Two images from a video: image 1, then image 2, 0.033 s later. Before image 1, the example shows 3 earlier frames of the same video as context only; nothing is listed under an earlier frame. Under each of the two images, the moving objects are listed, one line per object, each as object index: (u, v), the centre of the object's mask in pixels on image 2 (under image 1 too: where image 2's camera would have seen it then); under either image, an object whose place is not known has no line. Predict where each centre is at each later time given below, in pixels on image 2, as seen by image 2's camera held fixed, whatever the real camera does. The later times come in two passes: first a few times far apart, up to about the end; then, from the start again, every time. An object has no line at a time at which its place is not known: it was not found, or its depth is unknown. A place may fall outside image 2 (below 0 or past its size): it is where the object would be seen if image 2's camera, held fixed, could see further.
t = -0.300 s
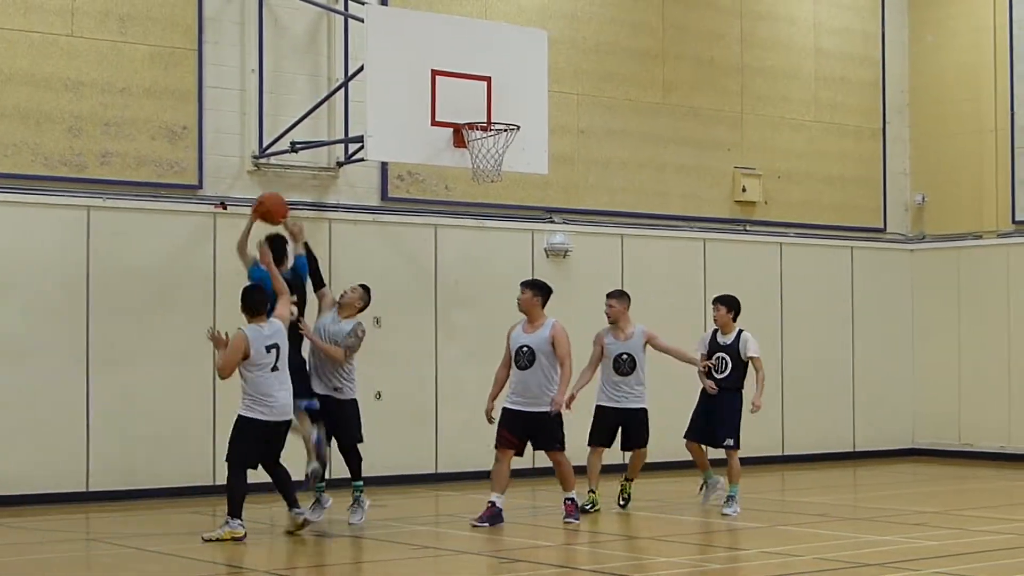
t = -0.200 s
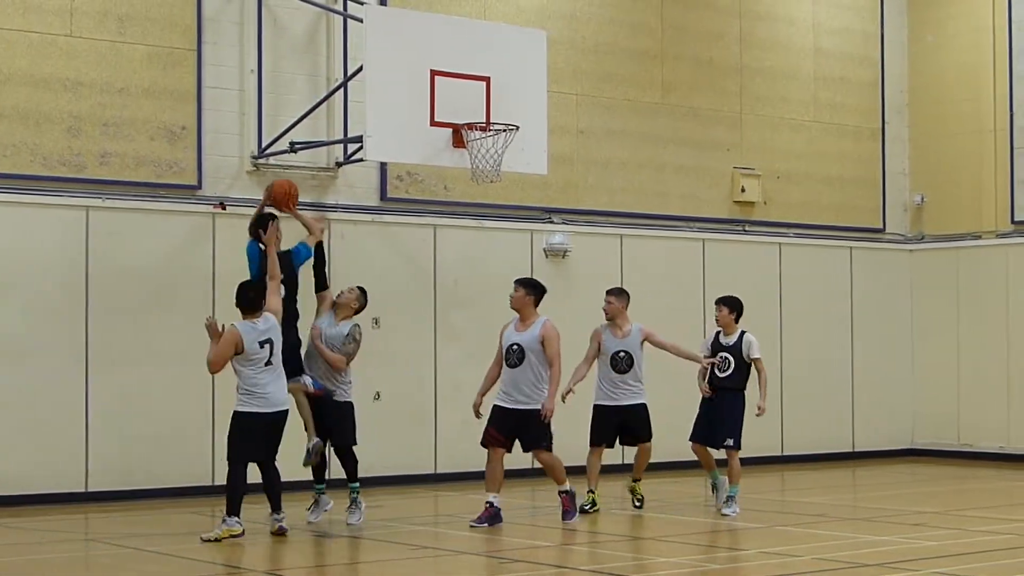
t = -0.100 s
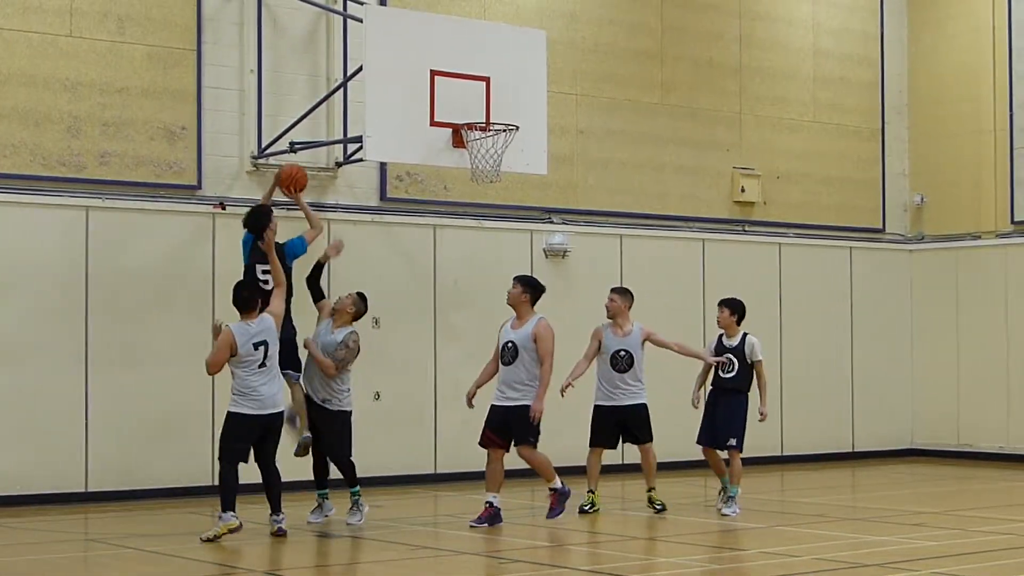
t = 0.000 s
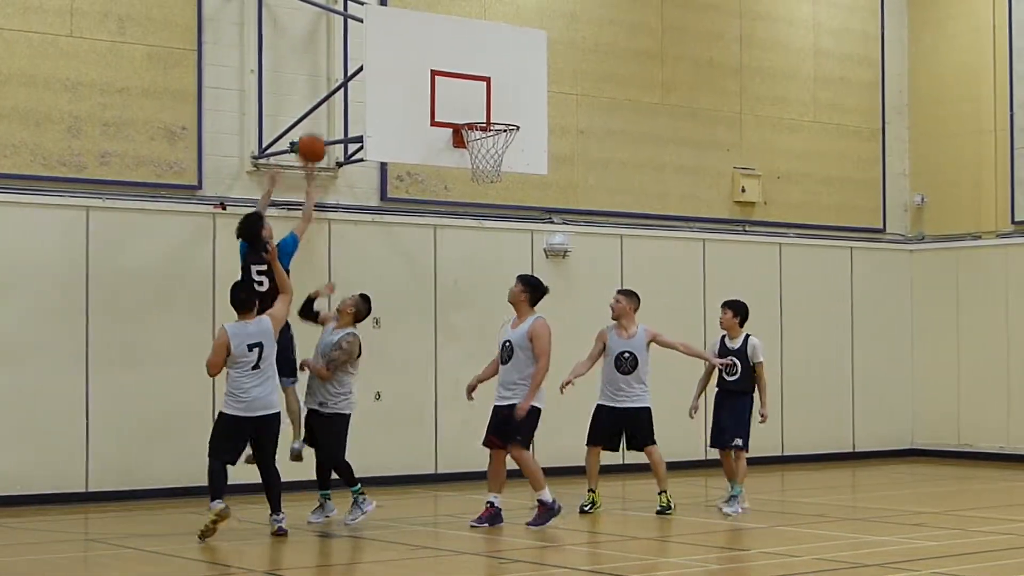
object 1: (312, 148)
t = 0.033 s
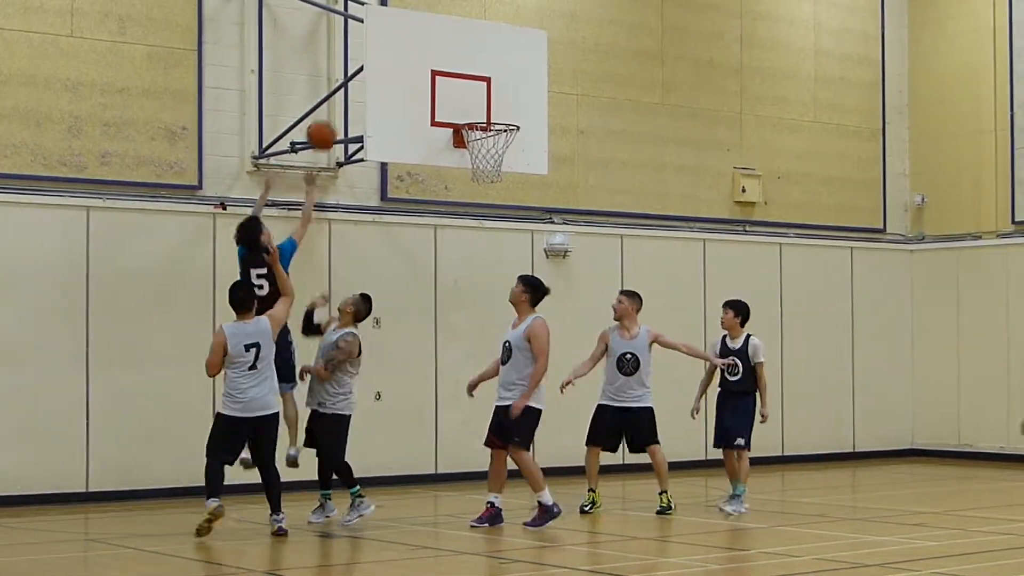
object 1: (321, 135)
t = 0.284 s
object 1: (394, 85)
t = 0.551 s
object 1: (461, 105)
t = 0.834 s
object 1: (469, 96)
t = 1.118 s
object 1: (505, 146)
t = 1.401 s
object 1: (501, 161)
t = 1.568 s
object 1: (478, 193)
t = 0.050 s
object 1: (326, 129)
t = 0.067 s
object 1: (331, 124)
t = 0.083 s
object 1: (336, 118)
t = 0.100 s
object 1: (341, 114)
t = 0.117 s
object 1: (346, 109)
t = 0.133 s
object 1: (351, 105)
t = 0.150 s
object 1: (356, 101)
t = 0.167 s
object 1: (361, 98)
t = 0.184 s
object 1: (366, 95)
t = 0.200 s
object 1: (371, 92)
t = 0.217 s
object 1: (375, 90)
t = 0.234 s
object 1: (380, 88)
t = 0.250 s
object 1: (385, 87)
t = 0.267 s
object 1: (390, 86)
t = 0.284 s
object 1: (394, 85)
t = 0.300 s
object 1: (399, 84)
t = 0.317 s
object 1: (404, 84)
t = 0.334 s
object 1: (409, 85)
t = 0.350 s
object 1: (413, 85)
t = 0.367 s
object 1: (418, 86)
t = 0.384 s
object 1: (422, 87)
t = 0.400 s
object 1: (427, 89)
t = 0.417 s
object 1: (432, 91)
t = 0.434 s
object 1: (436, 93)
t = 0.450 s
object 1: (441, 96)
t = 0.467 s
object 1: (446, 99)
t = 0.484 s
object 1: (450, 102)
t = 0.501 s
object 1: (455, 106)
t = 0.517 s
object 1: (459, 109)
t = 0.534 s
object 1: (460, 108)
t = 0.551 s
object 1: (461, 105)
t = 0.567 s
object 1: (461, 102)
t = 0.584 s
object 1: (462, 99)
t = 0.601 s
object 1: (462, 97)
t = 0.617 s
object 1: (463, 94)
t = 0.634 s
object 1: (463, 92)
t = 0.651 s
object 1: (464, 91)
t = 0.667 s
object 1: (464, 89)
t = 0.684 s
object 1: (465, 89)
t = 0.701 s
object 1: (465, 89)
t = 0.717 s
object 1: (466, 89)
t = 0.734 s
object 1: (466, 89)
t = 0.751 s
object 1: (467, 89)
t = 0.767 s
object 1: (467, 89)
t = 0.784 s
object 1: (468, 90)
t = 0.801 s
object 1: (468, 92)
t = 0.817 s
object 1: (469, 94)
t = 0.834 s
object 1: (469, 96)
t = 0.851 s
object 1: (470, 99)
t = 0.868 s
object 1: (471, 102)
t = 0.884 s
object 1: (471, 105)
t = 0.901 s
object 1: (472, 109)
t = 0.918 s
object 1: (472, 113)
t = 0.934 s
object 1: (474, 116)
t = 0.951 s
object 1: (476, 117)
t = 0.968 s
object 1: (479, 119)
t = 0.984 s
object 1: (482, 121)
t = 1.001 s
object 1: (485, 124)
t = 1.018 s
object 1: (489, 127)
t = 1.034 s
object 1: (491, 131)
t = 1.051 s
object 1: (494, 134)
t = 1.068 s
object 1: (498, 138)
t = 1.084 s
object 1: (501, 142)
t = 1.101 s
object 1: (503, 145)
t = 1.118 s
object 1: (505, 146)
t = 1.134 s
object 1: (507, 148)
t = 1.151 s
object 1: (508, 148)
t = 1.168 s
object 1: (510, 148)
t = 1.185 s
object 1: (510, 148)
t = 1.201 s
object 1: (511, 148)
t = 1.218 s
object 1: (511, 148)
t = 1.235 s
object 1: (511, 148)
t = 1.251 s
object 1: (511, 148)
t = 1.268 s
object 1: (510, 148)
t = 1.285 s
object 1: (510, 148)
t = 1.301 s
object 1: (510, 149)
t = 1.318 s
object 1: (509, 150)
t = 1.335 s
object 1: (507, 153)
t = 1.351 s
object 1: (506, 154)
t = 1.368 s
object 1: (505, 156)
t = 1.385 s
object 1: (503, 159)
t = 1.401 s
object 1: (501, 161)
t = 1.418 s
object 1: (499, 163)
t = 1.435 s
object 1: (497, 165)
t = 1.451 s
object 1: (495, 167)
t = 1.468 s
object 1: (492, 170)
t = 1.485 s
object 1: (489, 173)
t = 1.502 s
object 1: (487, 177)
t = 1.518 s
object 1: (484, 180)
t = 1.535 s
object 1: (482, 185)
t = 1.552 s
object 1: (480, 189)
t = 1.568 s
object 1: (478, 193)
